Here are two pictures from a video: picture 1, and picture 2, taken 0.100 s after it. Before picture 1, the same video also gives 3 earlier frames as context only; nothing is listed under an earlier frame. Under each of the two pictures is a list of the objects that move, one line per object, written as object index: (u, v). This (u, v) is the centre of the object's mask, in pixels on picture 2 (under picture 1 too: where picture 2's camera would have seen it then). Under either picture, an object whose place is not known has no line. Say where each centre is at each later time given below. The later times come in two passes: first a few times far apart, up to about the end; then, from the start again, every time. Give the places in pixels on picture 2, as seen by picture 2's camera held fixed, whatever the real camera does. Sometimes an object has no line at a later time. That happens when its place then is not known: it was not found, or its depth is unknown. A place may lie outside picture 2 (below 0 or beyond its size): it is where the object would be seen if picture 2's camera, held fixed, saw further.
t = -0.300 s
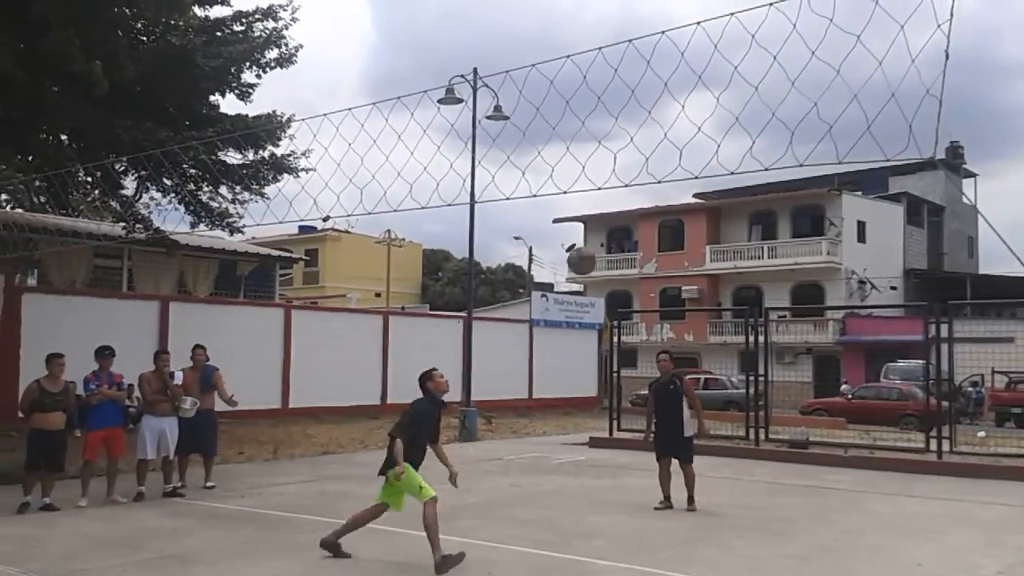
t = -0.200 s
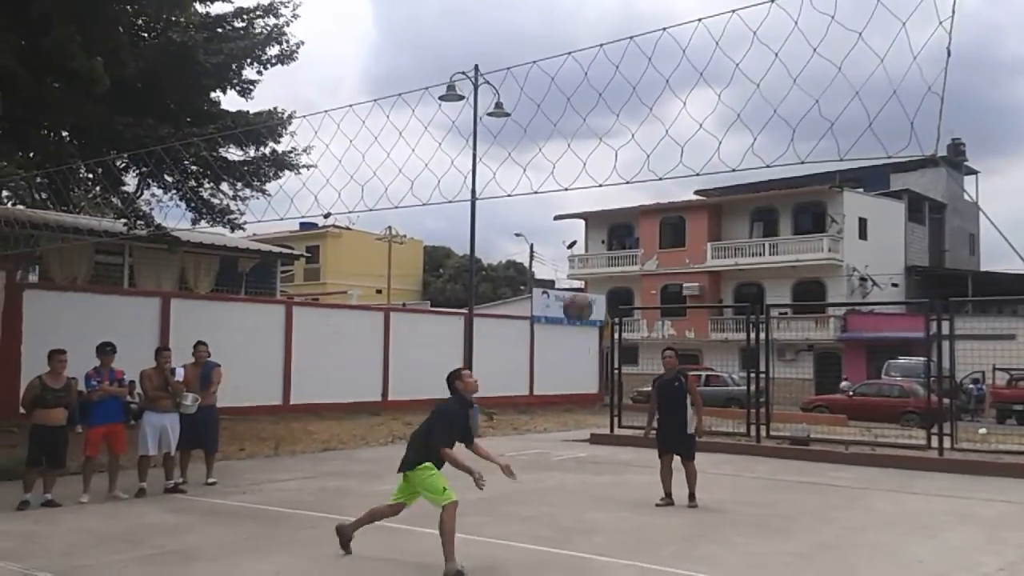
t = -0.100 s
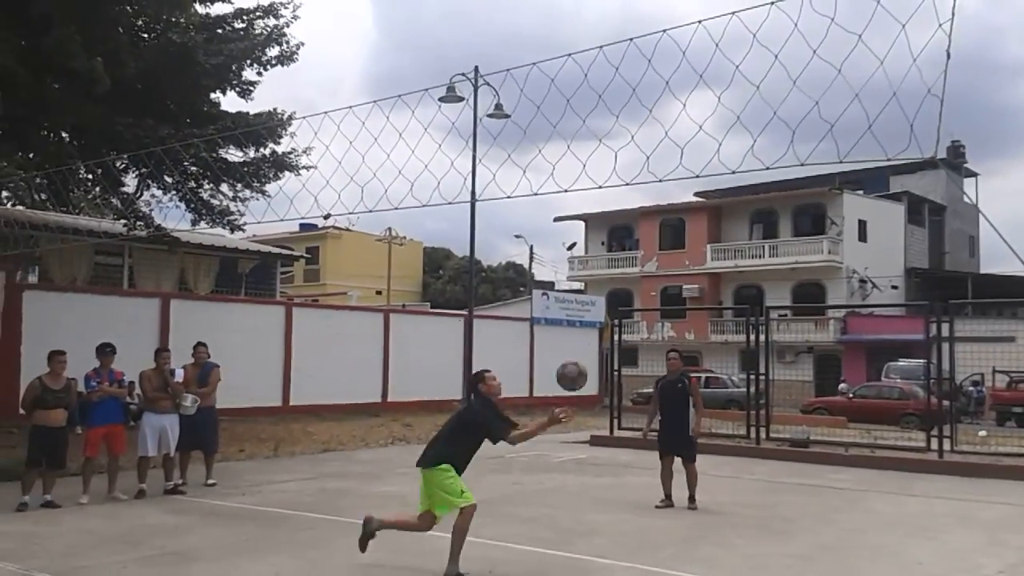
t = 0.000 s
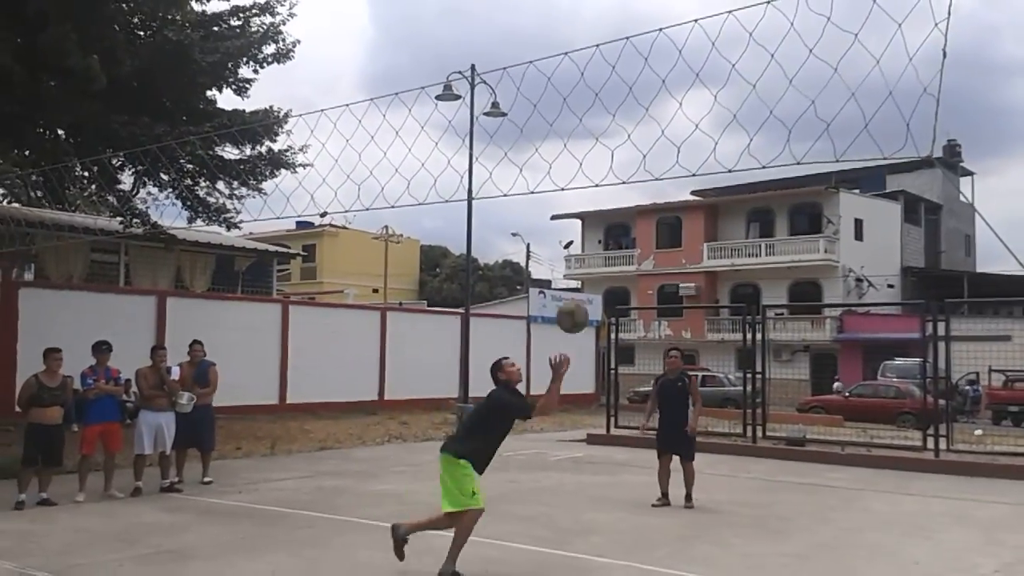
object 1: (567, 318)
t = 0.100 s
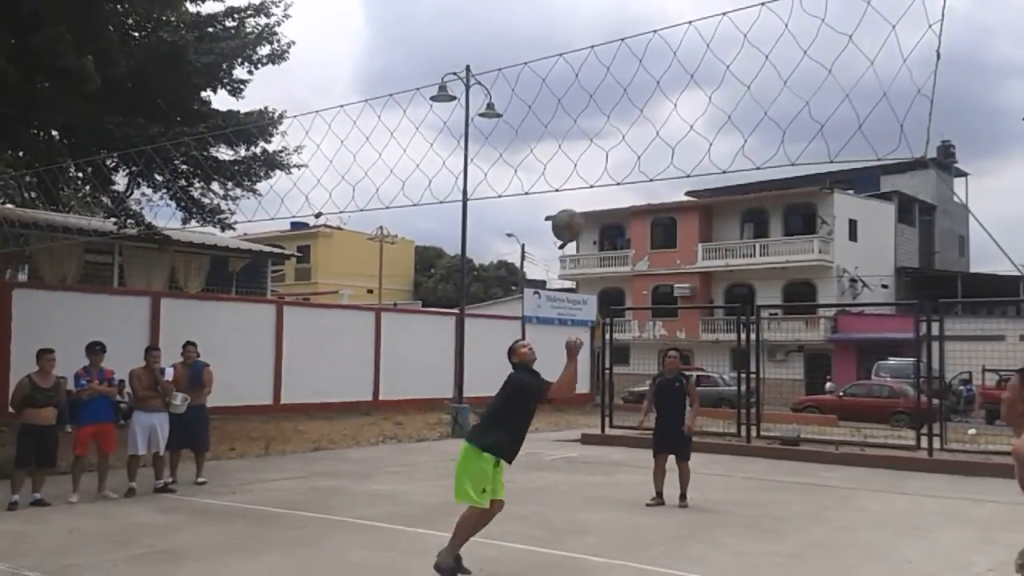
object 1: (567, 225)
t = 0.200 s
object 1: (569, 150)
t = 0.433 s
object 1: (569, 25)
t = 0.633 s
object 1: (569, -24)
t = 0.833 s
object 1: (568, -11)
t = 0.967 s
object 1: (569, 33)
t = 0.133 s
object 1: (568, 199)
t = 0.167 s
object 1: (568, 173)
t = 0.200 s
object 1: (569, 150)
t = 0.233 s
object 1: (566, 126)
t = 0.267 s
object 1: (567, 106)
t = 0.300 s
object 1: (569, 88)
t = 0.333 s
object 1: (568, 69)
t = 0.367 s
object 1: (568, 51)
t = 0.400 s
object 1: (569, 37)
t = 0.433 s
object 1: (569, 25)
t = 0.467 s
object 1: (569, 11)
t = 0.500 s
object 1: (568, 1)
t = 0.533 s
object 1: (570, -8)
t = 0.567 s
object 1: (567, -17)
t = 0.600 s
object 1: (569, -22)
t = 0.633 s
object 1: (569, -24)
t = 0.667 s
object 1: (568, -27)
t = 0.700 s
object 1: (569, -27)
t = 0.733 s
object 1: (567, -27)
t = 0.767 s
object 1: (569, -23)
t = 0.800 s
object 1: (568, -19)
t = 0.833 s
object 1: (568, -11)
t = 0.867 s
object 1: (569, -4)
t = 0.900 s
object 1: (569, 7)
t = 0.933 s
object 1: (569, 18)
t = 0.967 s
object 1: (569, 33)
